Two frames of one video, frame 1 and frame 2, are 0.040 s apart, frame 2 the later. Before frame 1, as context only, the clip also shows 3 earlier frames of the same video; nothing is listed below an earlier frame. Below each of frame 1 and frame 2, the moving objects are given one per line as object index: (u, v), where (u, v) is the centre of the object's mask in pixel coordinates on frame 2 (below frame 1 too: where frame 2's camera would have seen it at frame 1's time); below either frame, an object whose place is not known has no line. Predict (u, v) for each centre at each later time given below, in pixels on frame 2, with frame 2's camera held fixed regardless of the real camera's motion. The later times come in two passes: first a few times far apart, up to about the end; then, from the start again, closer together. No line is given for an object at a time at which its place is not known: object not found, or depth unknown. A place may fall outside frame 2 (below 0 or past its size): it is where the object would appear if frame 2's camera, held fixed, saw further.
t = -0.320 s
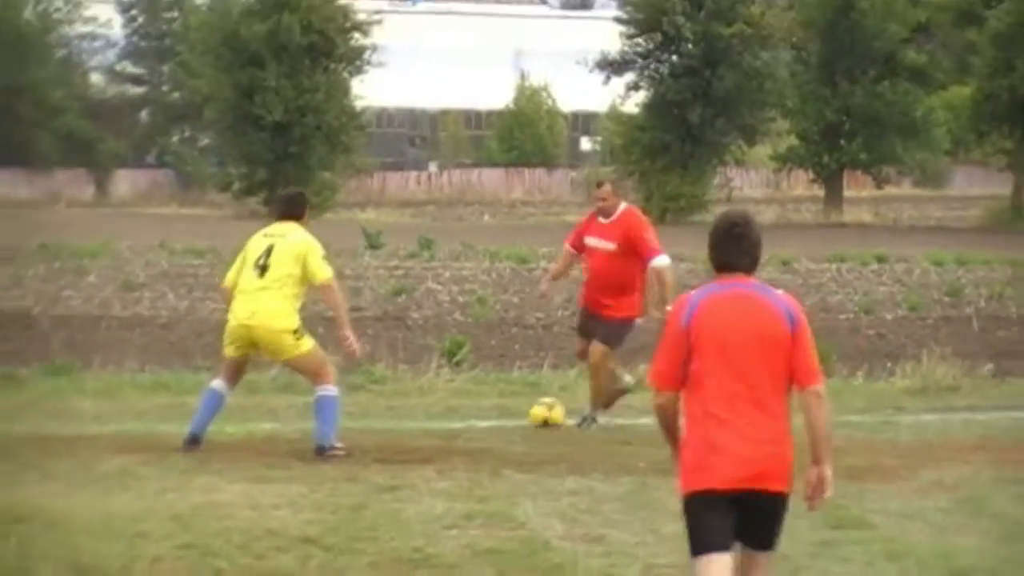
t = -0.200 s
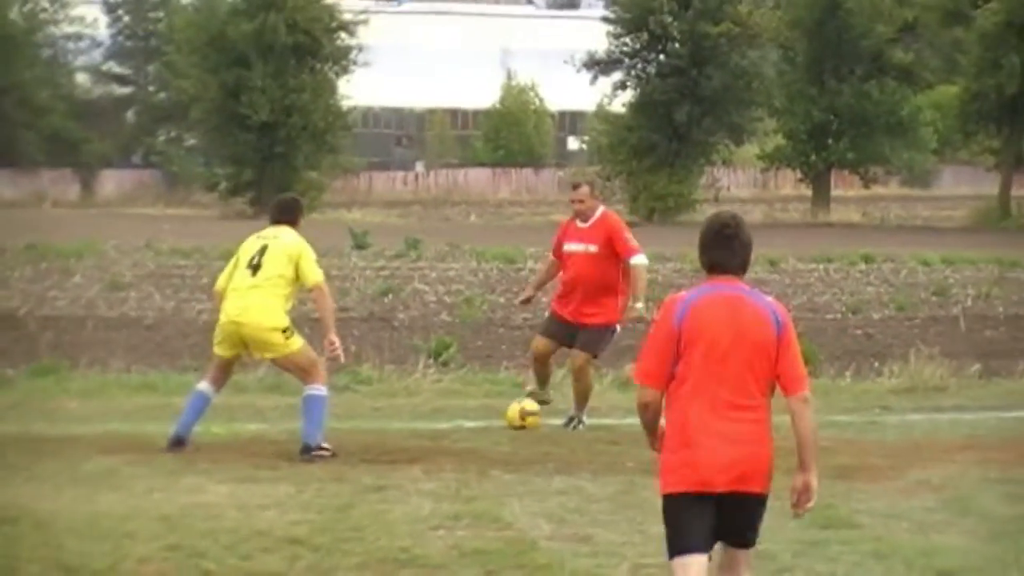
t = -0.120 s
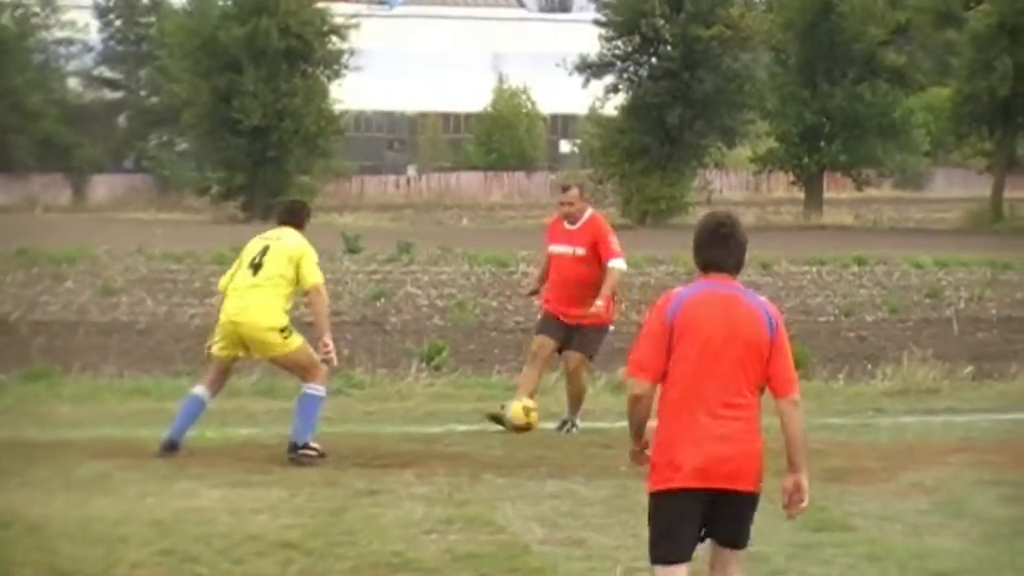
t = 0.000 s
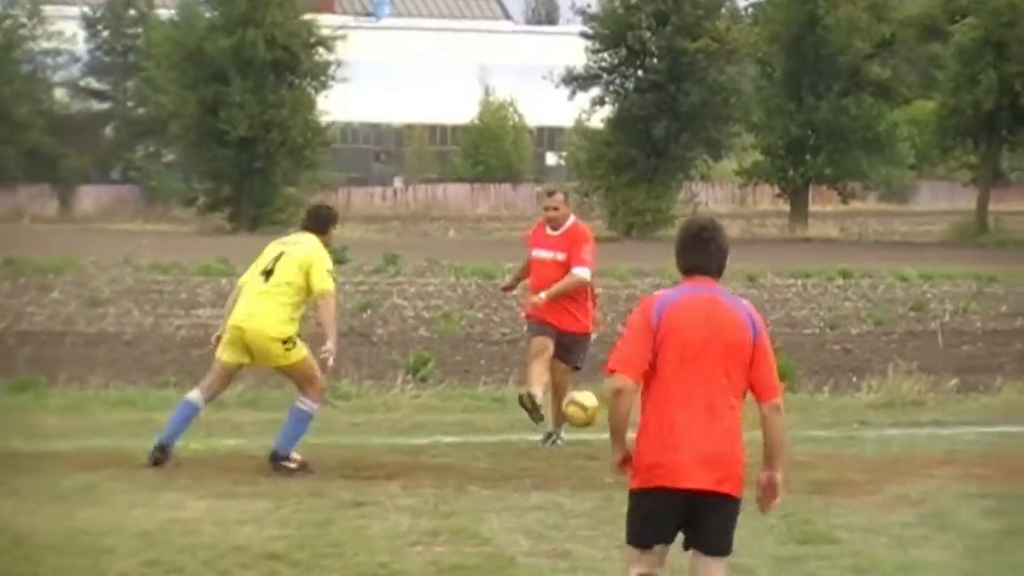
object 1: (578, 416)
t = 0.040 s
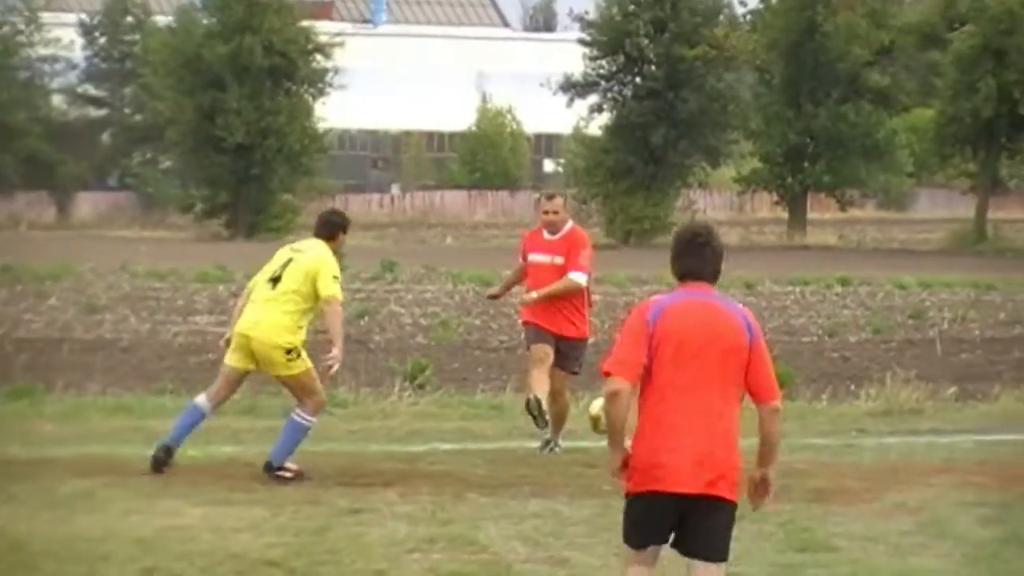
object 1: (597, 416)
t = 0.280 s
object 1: (791, 482)
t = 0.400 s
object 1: (886, 487)
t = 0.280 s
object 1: (791, 482)
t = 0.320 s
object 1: (824, 495)
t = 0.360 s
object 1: (855, 491)
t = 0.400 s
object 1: (886, 487)
